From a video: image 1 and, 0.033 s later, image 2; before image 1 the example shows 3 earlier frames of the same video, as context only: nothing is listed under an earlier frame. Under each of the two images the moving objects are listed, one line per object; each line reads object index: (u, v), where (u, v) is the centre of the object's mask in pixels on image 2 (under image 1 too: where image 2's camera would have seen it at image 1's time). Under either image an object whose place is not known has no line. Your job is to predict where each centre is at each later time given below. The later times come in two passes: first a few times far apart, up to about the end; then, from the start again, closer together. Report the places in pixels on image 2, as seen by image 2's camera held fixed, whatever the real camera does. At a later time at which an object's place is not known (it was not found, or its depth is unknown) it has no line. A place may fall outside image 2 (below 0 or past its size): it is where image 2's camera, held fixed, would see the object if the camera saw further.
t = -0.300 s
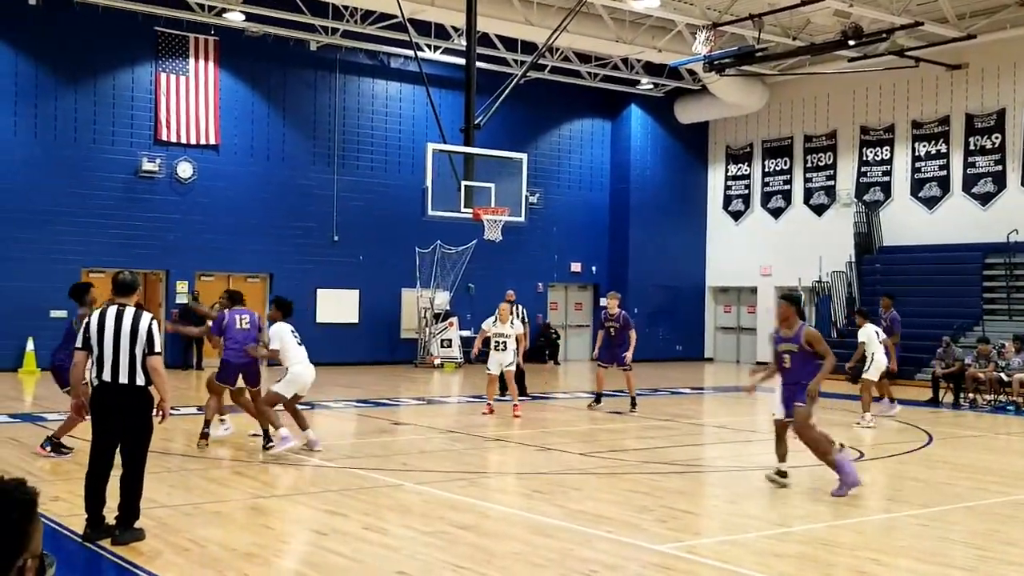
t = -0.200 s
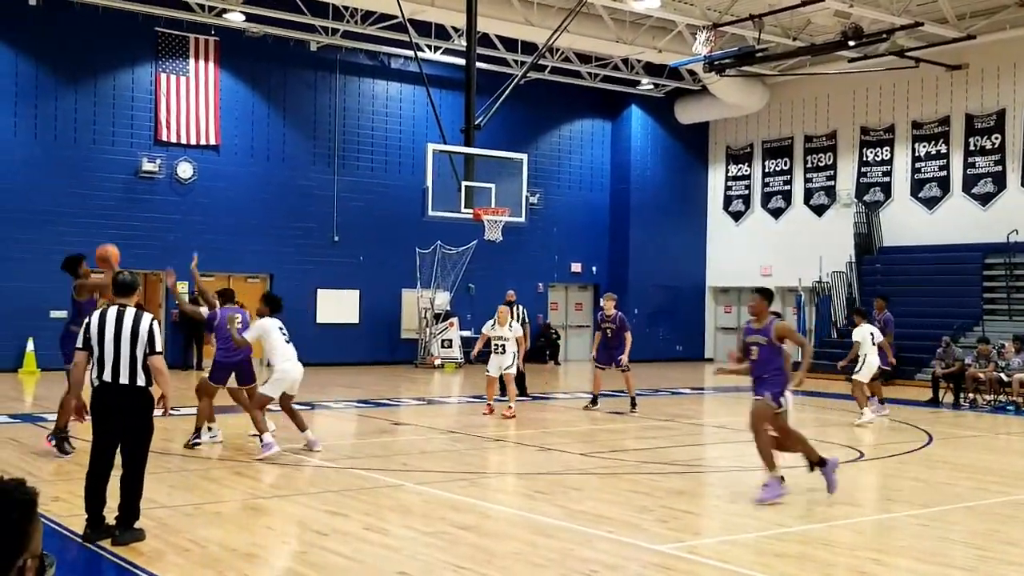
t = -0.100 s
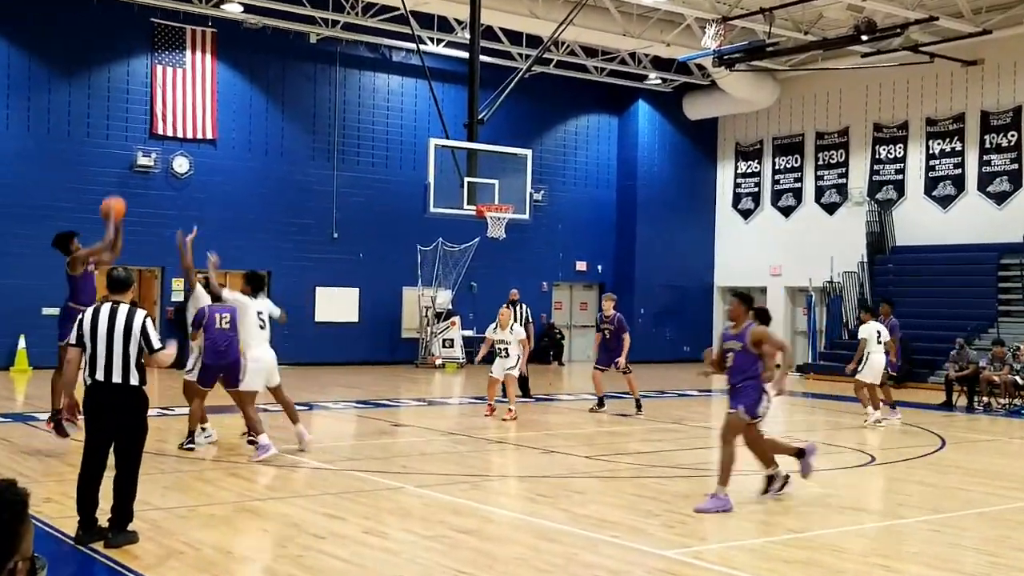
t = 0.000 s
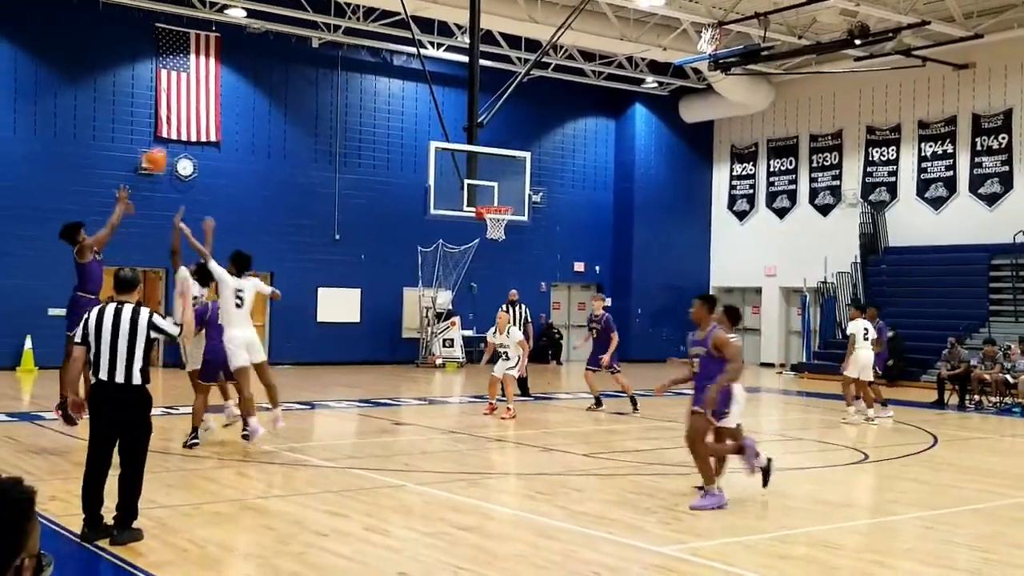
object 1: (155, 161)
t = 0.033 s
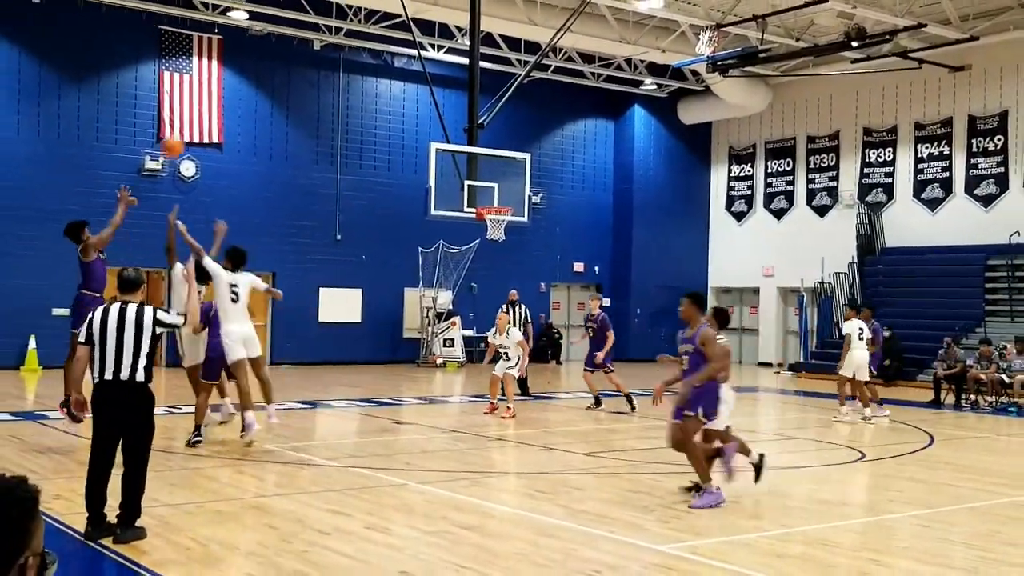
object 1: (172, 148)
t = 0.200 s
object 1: (237, 90)
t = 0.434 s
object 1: (312, 56)
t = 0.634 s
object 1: (372, 62)
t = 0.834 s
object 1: (424, 96)
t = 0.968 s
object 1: (457, 132)
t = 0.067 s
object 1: (185, 134)
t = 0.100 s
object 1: (198, 120)
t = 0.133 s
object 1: (212, 109)
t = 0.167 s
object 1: (225, 99)
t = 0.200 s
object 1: (237, 90)
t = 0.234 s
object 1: (248, 82)
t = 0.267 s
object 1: (259, 76)
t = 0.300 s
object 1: (270, 70)
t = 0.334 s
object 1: (281, 65)
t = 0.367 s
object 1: (291, 61)
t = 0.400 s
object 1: (302, 58)
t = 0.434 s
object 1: (312, 56)
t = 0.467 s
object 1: (322, 54)
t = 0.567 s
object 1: (353, 57)
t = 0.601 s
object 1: (363, 59)
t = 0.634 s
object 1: (372, 62)
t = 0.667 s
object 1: (381, 66)
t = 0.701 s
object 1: (390, 71)
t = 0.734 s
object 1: (399, 76)
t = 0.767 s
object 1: (408, 81)
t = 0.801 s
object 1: (415, 87)
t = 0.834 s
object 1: (424, 96)
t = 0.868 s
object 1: (433, 104)
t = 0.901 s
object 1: (440, 112)
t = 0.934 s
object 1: (449, 122)
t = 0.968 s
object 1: (457, 132)
